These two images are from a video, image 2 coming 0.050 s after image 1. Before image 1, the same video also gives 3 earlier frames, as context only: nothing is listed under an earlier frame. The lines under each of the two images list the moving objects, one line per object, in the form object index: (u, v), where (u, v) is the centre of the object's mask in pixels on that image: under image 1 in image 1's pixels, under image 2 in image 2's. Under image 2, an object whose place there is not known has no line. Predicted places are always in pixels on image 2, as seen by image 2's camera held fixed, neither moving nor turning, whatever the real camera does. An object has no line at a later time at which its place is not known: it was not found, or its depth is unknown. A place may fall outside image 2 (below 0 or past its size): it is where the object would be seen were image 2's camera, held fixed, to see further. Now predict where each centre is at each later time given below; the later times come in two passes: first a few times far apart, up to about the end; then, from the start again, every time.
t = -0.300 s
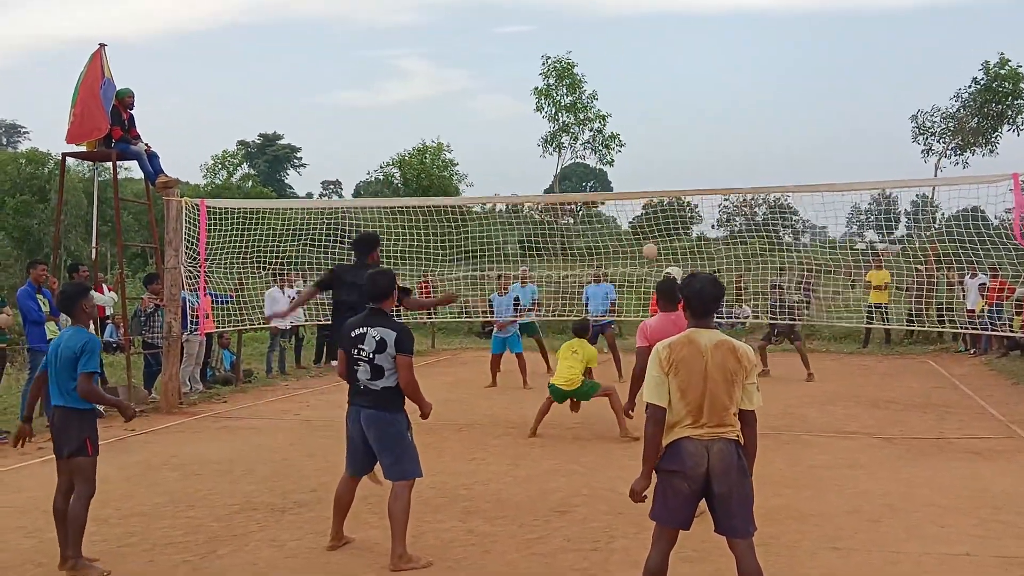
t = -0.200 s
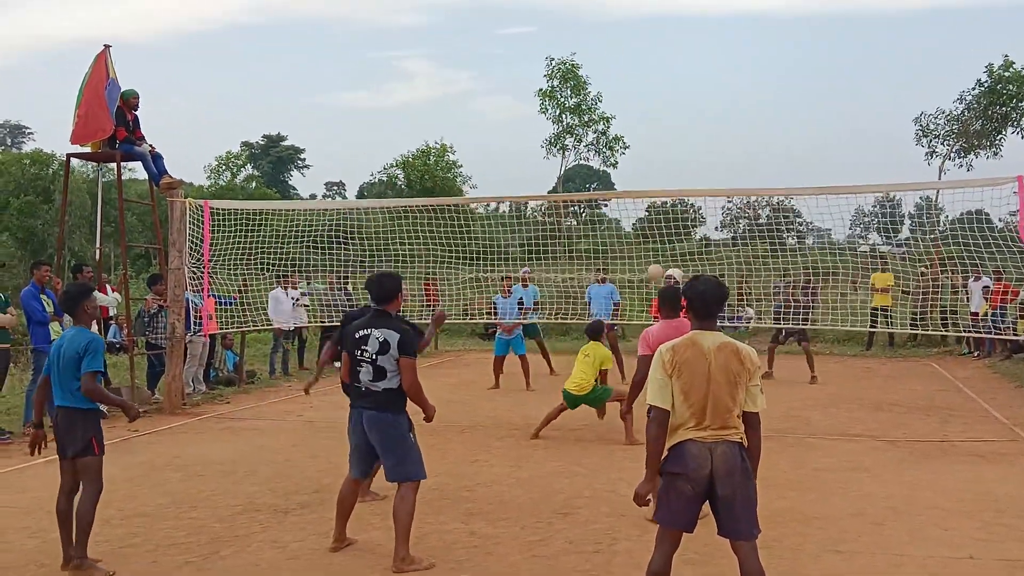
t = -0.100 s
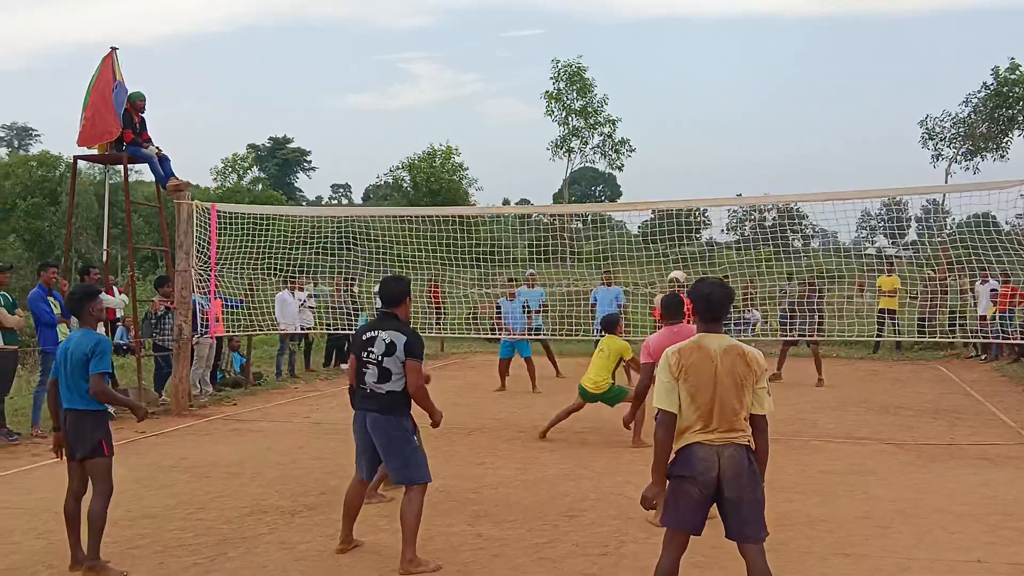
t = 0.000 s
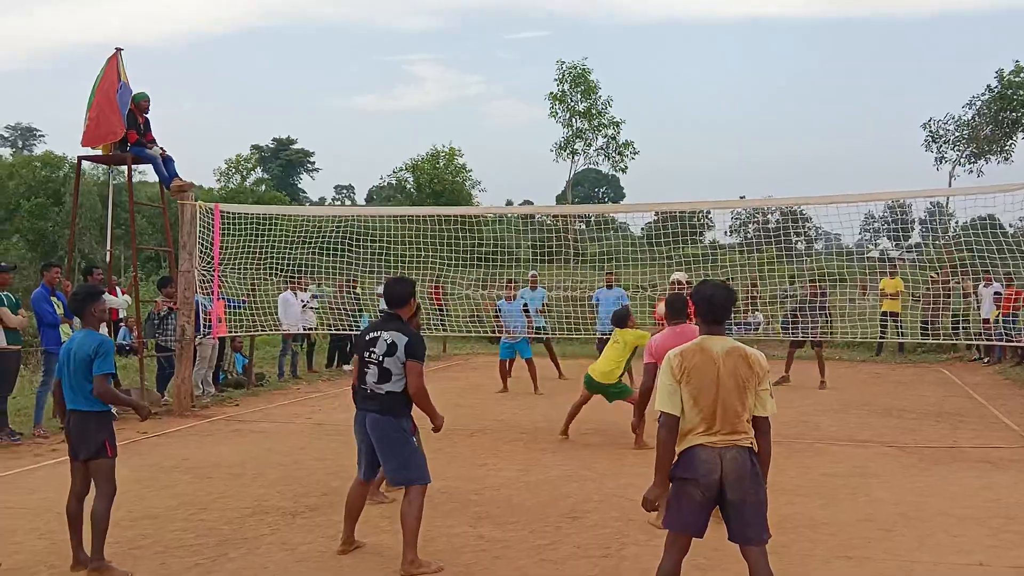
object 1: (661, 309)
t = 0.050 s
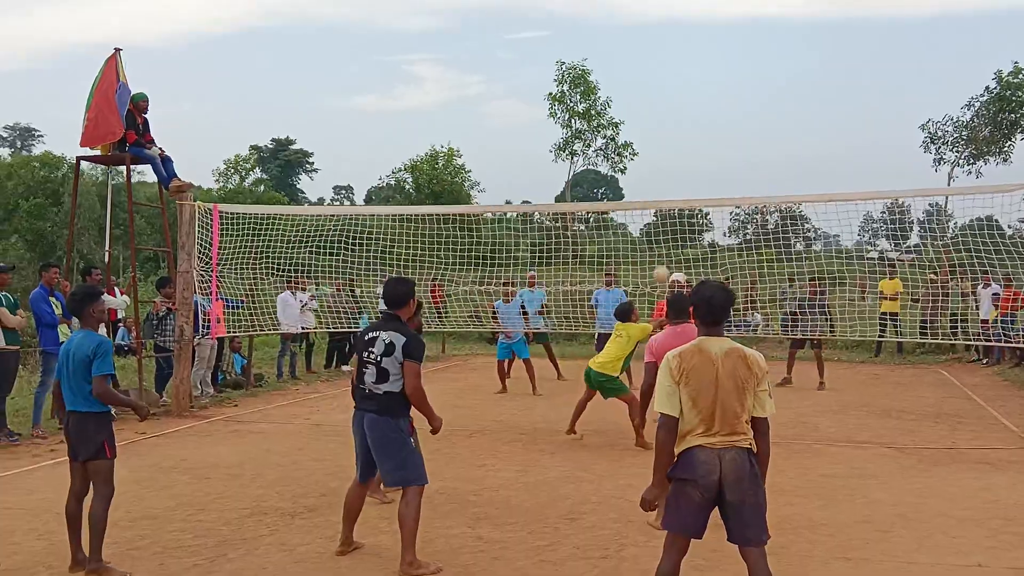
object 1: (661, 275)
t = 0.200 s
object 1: (652, 177)
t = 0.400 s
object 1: (640, 80)
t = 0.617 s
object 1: (626, 17)
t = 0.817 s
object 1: (613, 3)
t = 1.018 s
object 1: (600, 39)
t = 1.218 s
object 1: (584, 124)
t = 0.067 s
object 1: (660, 263)
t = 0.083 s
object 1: (660, 251)
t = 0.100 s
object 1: (658, 240)
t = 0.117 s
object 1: (657, 229)
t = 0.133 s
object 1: (656, 218)
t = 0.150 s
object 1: (655, 209)
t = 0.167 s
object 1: (655, 197)
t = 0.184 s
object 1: (653, 187)
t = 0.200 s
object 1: (652, 177)
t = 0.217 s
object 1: (651, 167)
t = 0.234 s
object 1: (650, 158)
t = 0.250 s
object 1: (649, 149)
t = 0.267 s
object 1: (648, 141)
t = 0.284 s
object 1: (647, 132)
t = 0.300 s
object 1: (646, 124)
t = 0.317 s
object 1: (645, 116)
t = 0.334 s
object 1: (645, 109)
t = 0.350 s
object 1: (644, 101)
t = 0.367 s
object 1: (643, 94)
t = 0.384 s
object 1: (642, 87)
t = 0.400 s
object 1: (640, 80)
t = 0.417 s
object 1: (639, 73)
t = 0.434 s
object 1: (638, 67)
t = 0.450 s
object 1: (637, 61)
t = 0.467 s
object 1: (636, 55)
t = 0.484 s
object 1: (635, 50)
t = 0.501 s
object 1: (634, 45)
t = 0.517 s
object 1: (632, 40)
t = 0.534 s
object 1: (631, 35)
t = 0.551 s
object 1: (630, 31)
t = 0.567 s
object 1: (629, 27)
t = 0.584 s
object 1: (628, 23)
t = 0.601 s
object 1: (627, 20)
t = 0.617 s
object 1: (626, 17)
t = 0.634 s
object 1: (625, 15)
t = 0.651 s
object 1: (625, 12)
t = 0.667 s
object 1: (624, 10)
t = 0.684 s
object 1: (623, 8)
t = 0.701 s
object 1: (622, 7)
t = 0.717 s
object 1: (620, 5)
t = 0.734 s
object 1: (619, 4)
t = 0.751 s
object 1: (618, 3)
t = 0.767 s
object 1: (617, 3)
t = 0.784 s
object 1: (616, 3)
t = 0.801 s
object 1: (614, 3)
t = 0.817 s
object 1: (613, 3)
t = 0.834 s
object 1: (612, 5)
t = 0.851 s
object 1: (611, 6)
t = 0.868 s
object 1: (610, 8)
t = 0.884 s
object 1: (609, 10)
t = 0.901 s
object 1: (608, 13)
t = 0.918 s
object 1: (607, 15)
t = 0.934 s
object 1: (606, 19)
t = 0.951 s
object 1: (604, 22)
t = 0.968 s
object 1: (603, 26)
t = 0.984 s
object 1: (602, 30)
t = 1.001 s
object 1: (601, 34)
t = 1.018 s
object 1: (600, 39)
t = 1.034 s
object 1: (599, 44)
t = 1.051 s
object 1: (597, 49)
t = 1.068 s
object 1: (596, 54)
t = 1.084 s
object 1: (594, 61)
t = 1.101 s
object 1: (592, 67)
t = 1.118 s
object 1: (591, 74)
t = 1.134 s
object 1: (590, 81)
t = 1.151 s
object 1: (589, 89)
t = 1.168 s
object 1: (589, 98)
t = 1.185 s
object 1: (587, 106)
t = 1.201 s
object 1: (585, 115)
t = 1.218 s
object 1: (584, 124)
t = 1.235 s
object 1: (584, 133)
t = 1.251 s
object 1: (583, 143)
